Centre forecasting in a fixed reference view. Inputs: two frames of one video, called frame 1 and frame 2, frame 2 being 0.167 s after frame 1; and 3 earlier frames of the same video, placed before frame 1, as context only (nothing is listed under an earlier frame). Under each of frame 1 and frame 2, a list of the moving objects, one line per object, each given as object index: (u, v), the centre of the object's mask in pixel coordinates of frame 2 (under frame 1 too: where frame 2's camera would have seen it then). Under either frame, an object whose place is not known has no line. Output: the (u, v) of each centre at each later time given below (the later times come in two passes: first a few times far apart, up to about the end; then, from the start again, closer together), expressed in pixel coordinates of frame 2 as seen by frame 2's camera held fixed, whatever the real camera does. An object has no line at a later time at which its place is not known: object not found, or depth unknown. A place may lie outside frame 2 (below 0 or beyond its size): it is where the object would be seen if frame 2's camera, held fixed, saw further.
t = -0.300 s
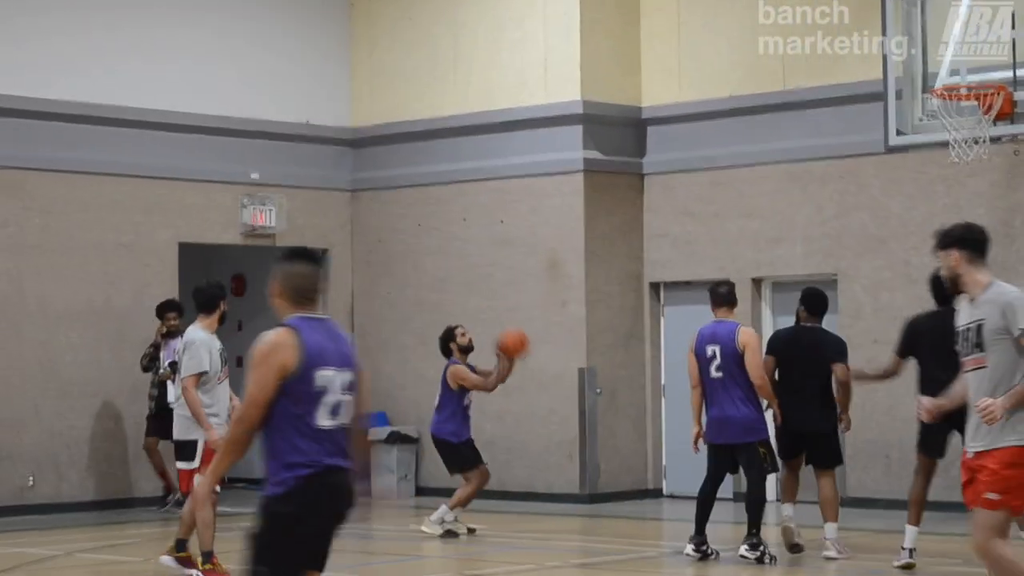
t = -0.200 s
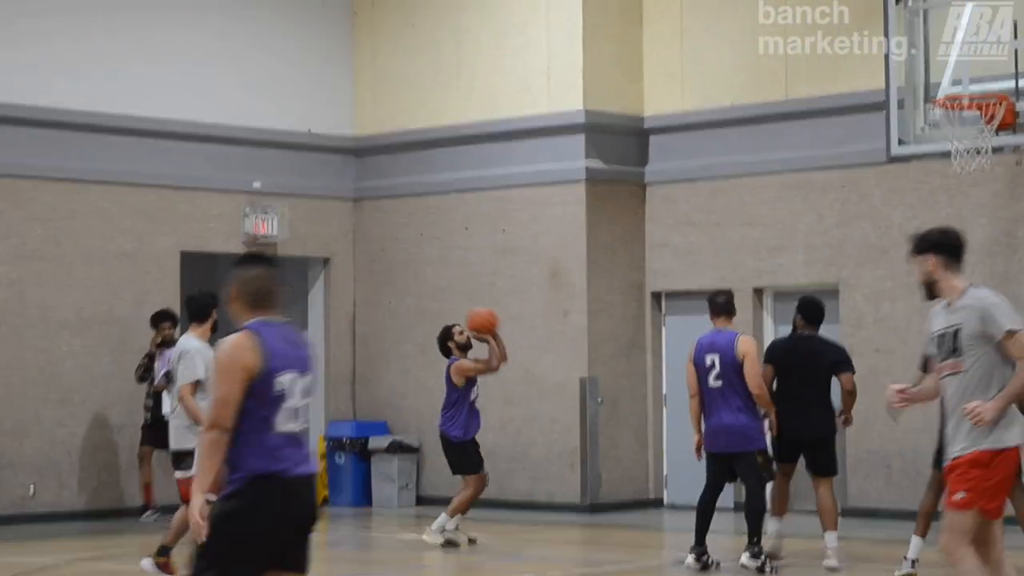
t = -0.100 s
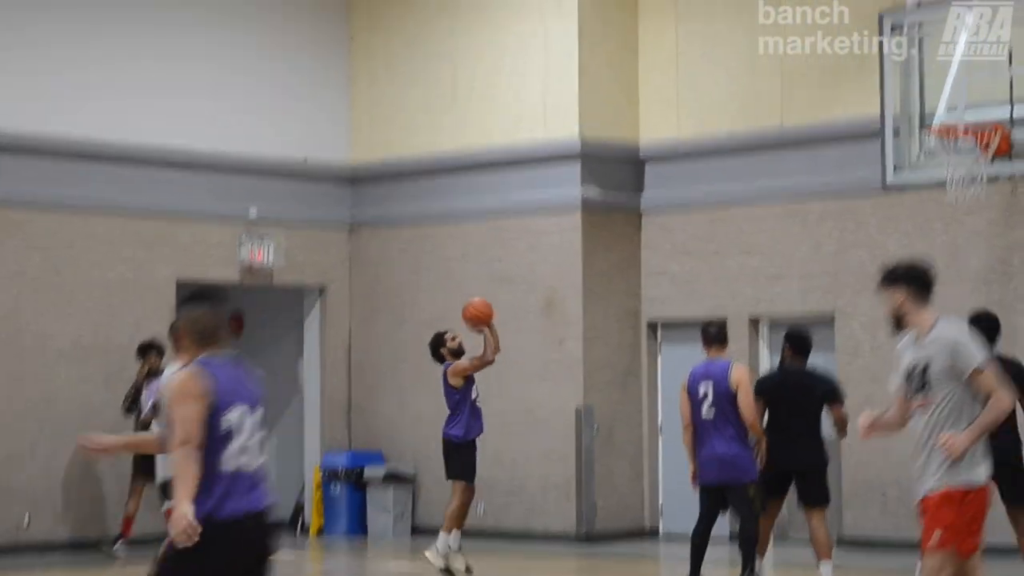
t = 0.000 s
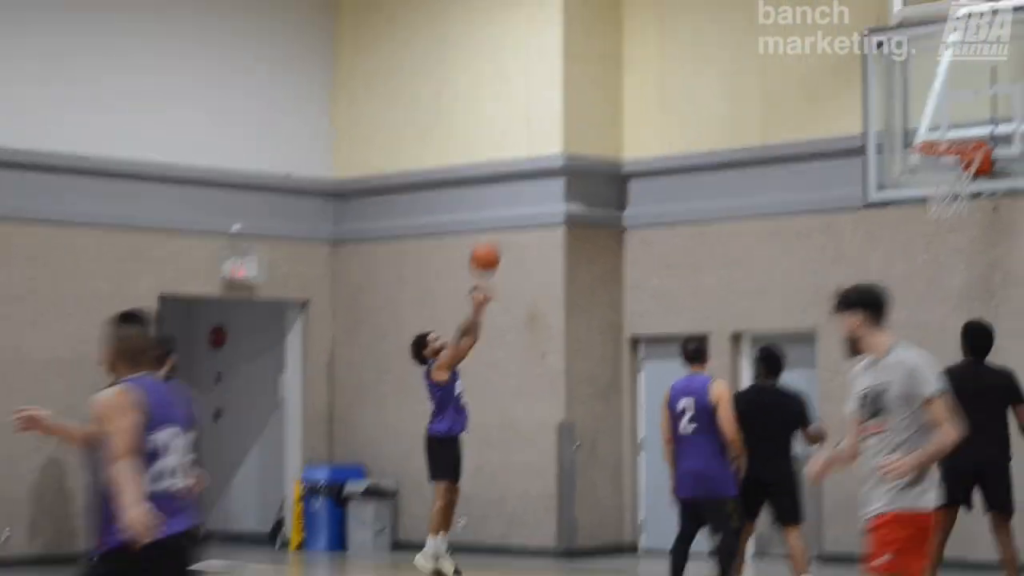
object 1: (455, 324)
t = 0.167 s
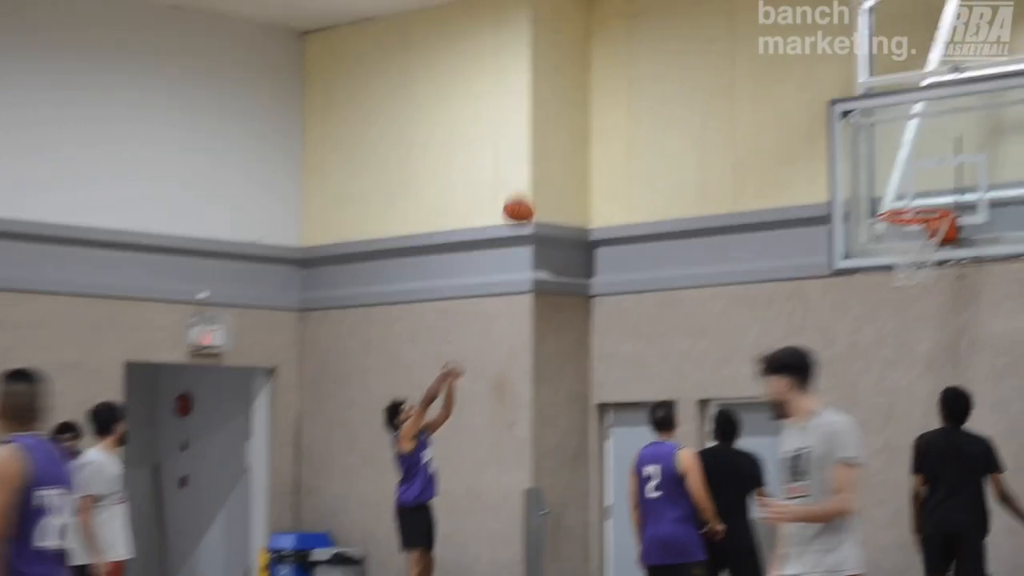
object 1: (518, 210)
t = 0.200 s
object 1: (532, 191)
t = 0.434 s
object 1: (626, 96)
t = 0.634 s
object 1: (709, 70)
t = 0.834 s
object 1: (796, 96)
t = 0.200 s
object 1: (532, 191)
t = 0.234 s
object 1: (545, 174)
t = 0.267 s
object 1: (559, 157)
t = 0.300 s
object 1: (572, 142)
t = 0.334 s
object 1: (585, 128)
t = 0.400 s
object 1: (612, 106)
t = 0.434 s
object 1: (626, 96)
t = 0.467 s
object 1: (639, 88)
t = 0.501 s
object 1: (652, 81)
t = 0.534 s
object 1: (667, 76)
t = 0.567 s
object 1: (681, 72)
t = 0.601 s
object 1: (695, 71)
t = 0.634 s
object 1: (709, 70)
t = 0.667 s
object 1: (723, 70)
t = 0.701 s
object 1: (737, 72)
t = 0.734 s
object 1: (752, 76)
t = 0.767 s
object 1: (767, 81)
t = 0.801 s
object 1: (781, 88)
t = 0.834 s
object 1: (796, 96)
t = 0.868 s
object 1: (812, 106)
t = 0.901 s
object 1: (828, 118)
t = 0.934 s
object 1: (845, 132)
